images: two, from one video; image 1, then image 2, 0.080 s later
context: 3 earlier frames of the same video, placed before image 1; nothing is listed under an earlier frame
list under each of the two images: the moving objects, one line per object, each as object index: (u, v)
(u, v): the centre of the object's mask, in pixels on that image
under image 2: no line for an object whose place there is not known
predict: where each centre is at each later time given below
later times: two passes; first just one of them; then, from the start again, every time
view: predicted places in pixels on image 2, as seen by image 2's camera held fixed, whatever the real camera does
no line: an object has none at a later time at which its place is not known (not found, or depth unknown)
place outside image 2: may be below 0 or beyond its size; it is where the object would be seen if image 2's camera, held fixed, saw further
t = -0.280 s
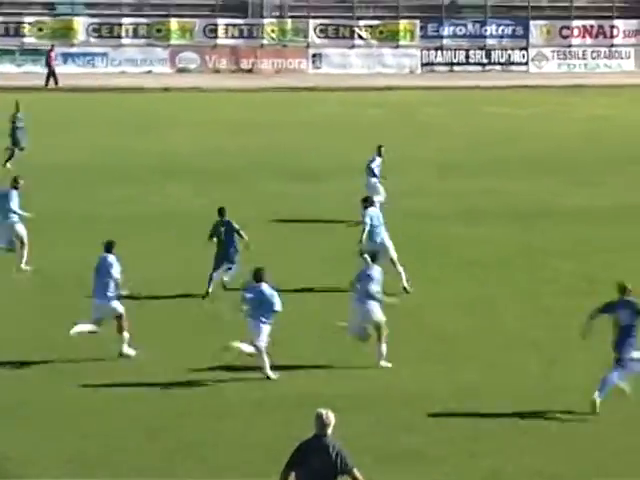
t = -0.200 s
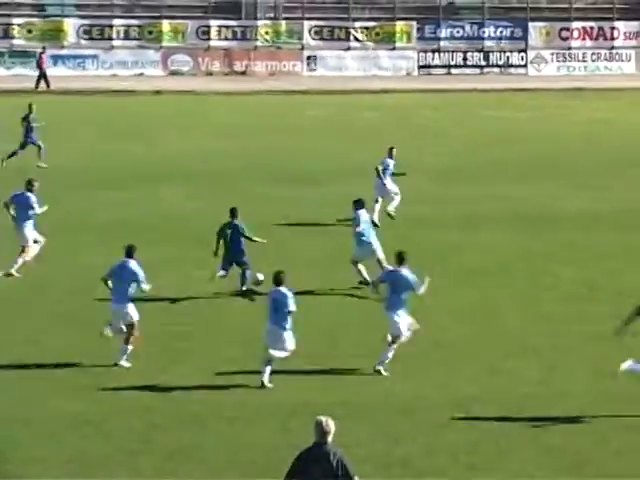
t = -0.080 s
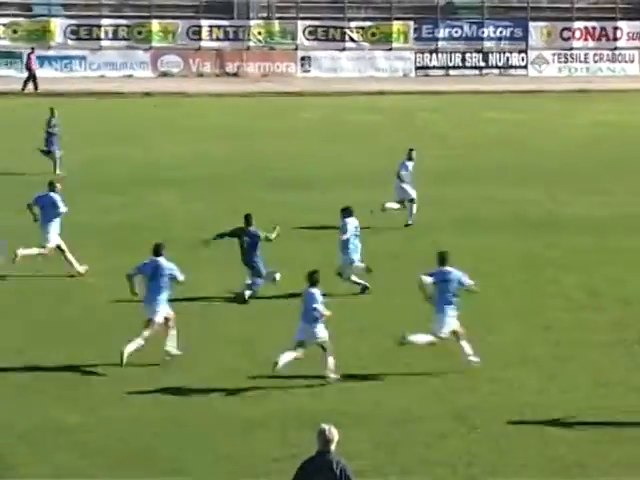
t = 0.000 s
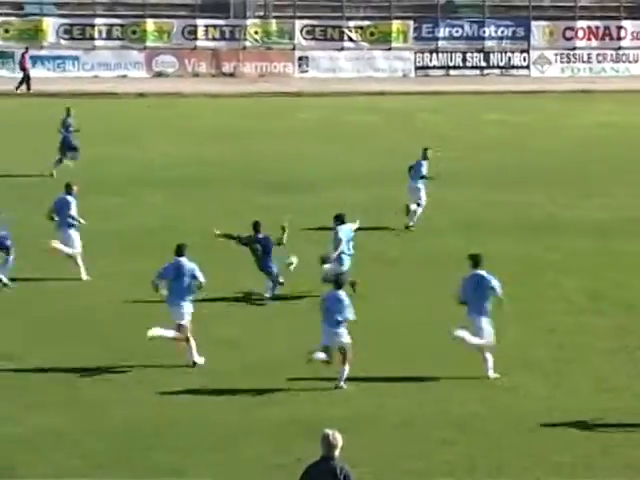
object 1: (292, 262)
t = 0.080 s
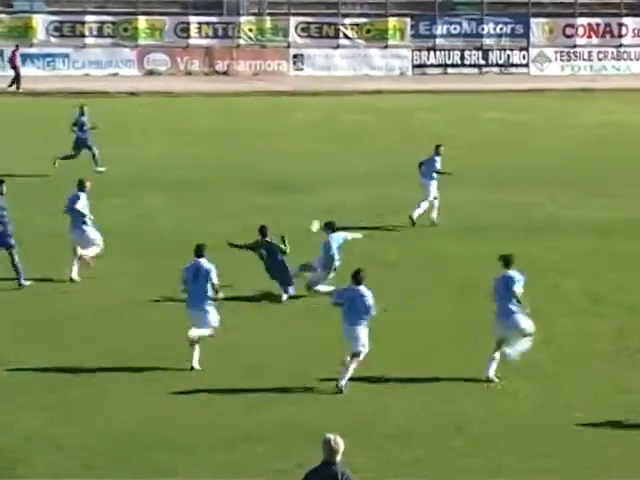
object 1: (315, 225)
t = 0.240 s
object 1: (368, 167)
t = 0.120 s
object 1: (328, 209)
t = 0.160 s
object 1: (341, 194)
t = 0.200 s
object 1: (354, 180)
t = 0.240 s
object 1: (368, 167)
